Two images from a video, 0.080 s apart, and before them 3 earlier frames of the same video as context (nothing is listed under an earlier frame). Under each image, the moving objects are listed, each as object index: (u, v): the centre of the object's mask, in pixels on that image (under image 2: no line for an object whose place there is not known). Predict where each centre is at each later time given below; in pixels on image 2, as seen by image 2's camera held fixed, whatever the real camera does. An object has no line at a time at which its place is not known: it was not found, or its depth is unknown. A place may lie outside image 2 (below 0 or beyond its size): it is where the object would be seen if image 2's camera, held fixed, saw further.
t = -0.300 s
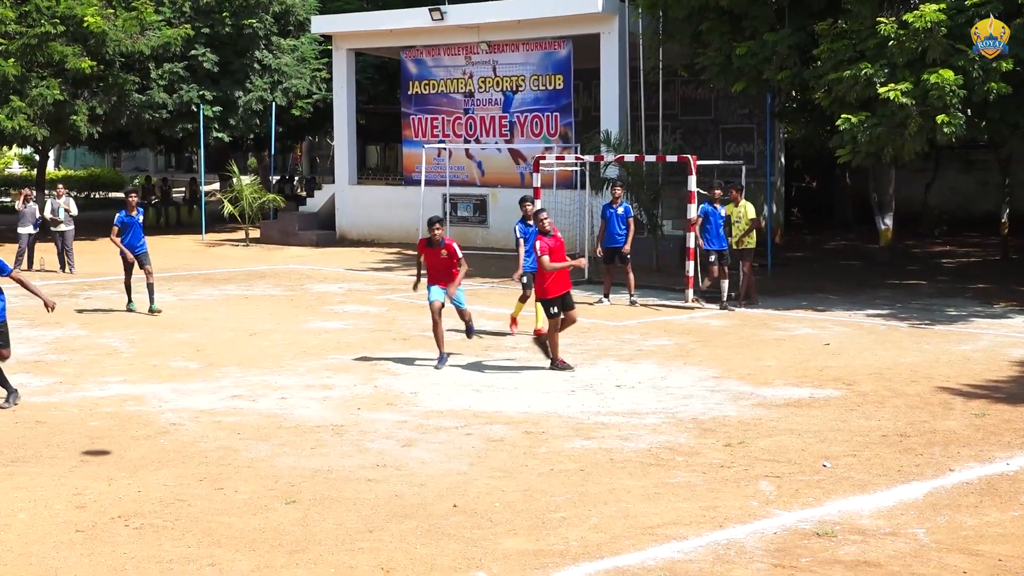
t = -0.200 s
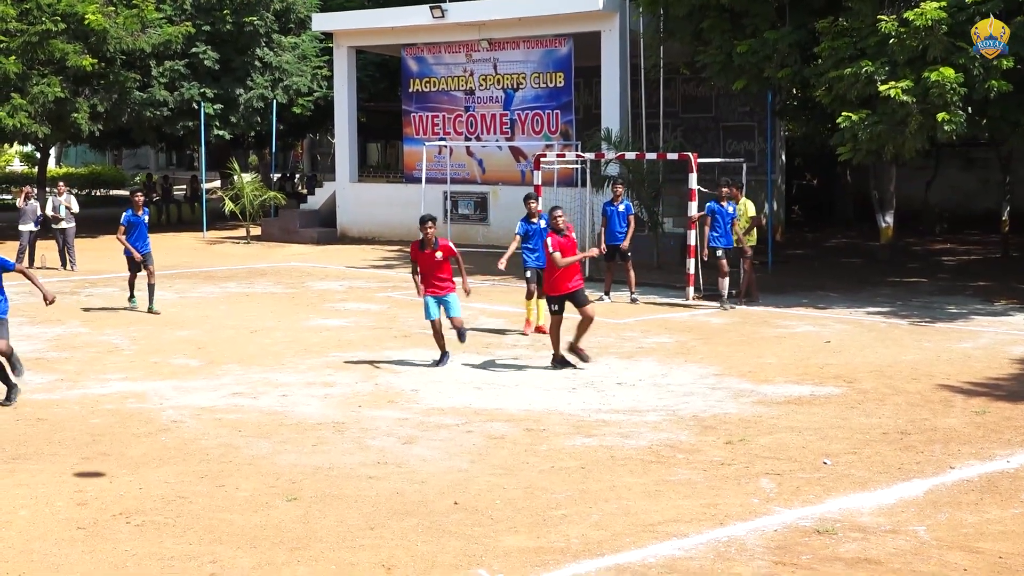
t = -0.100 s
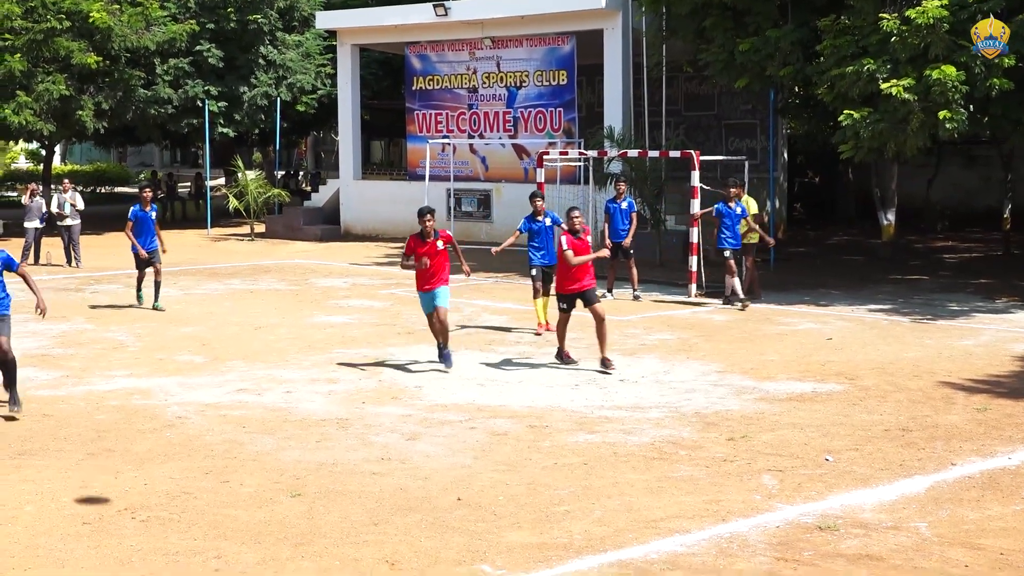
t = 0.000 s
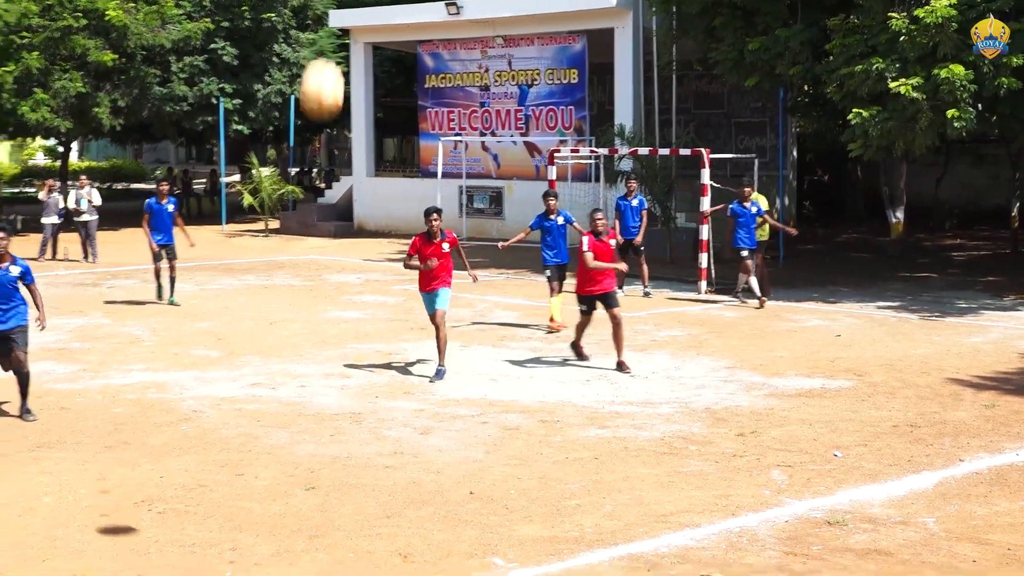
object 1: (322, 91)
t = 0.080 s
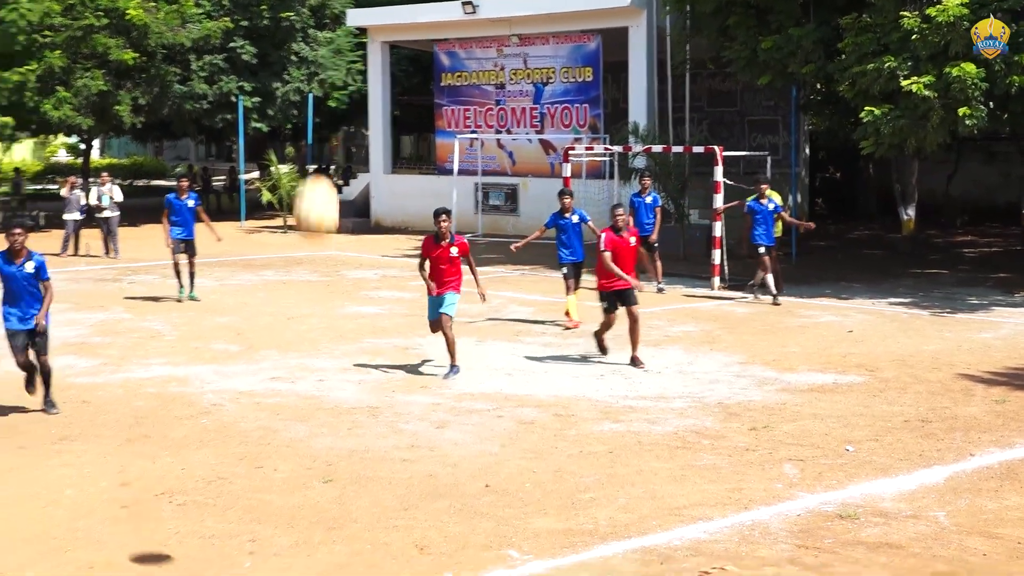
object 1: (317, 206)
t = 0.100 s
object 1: (312, 243)
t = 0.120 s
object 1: (305, 283)
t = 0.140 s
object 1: (300, 319)
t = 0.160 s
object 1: (293, 360)
